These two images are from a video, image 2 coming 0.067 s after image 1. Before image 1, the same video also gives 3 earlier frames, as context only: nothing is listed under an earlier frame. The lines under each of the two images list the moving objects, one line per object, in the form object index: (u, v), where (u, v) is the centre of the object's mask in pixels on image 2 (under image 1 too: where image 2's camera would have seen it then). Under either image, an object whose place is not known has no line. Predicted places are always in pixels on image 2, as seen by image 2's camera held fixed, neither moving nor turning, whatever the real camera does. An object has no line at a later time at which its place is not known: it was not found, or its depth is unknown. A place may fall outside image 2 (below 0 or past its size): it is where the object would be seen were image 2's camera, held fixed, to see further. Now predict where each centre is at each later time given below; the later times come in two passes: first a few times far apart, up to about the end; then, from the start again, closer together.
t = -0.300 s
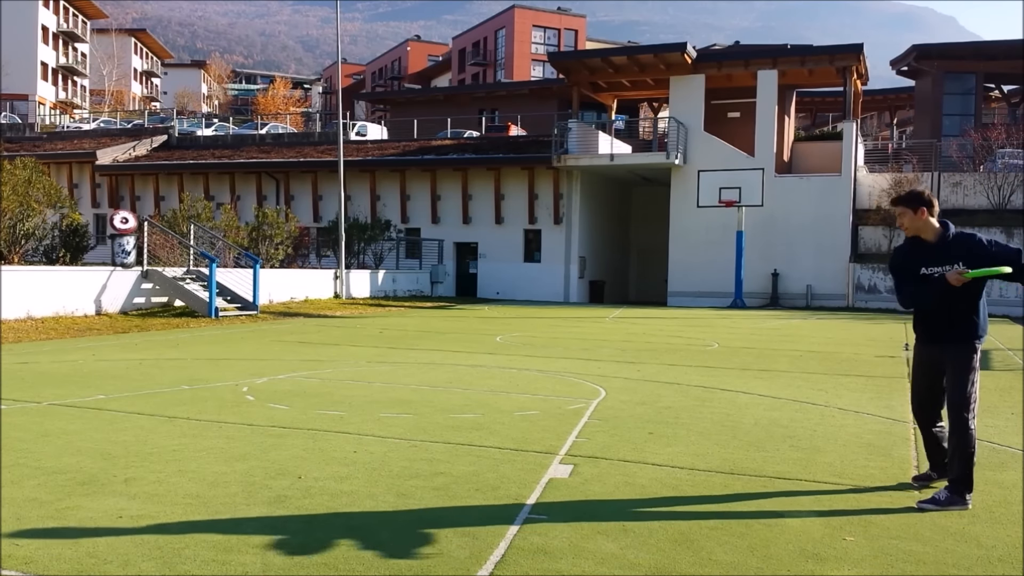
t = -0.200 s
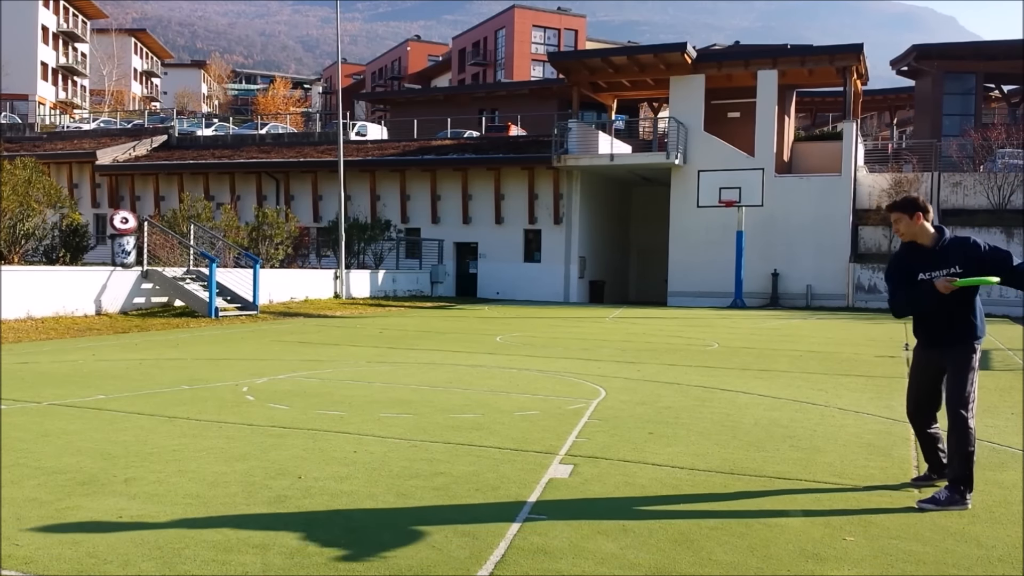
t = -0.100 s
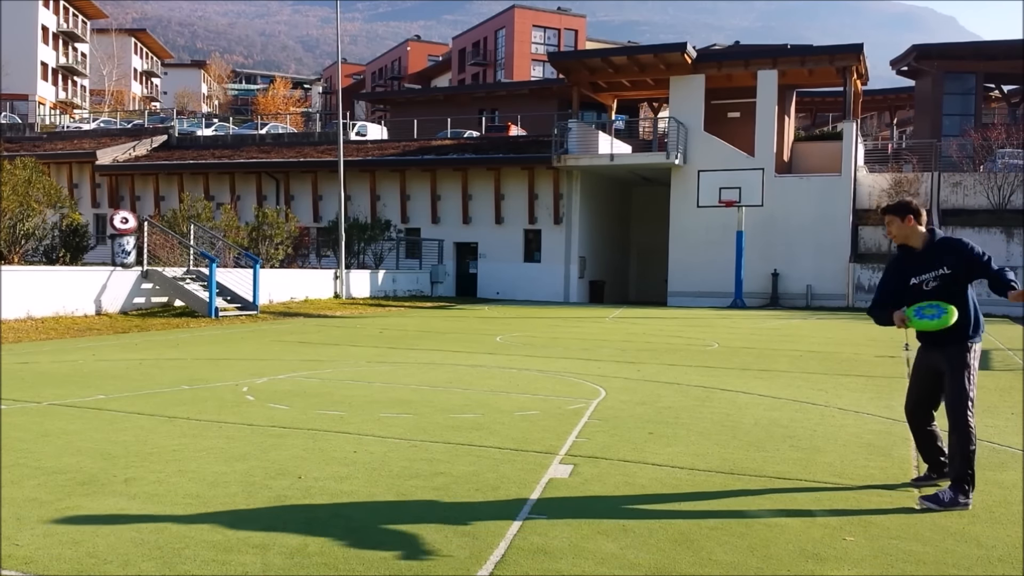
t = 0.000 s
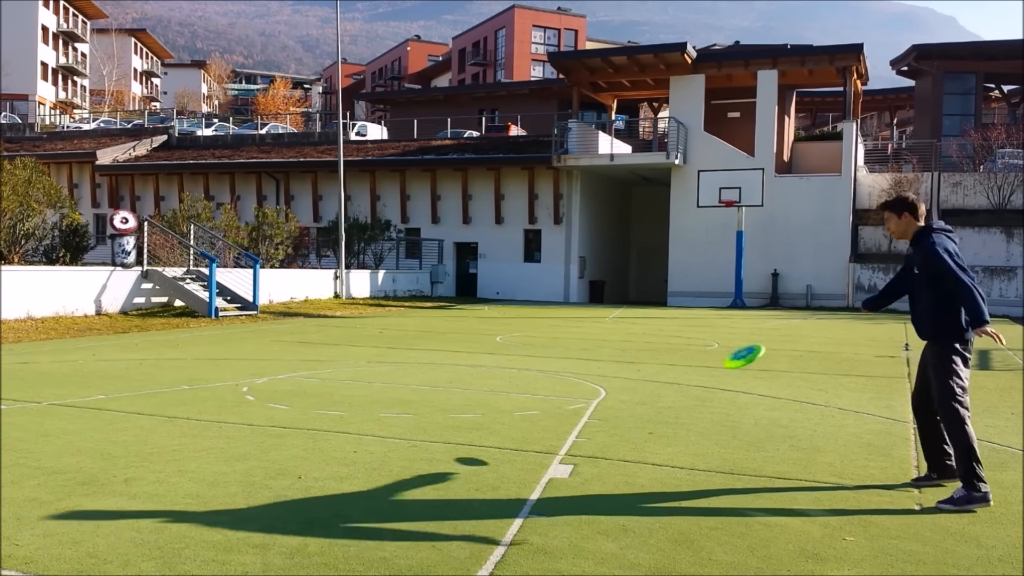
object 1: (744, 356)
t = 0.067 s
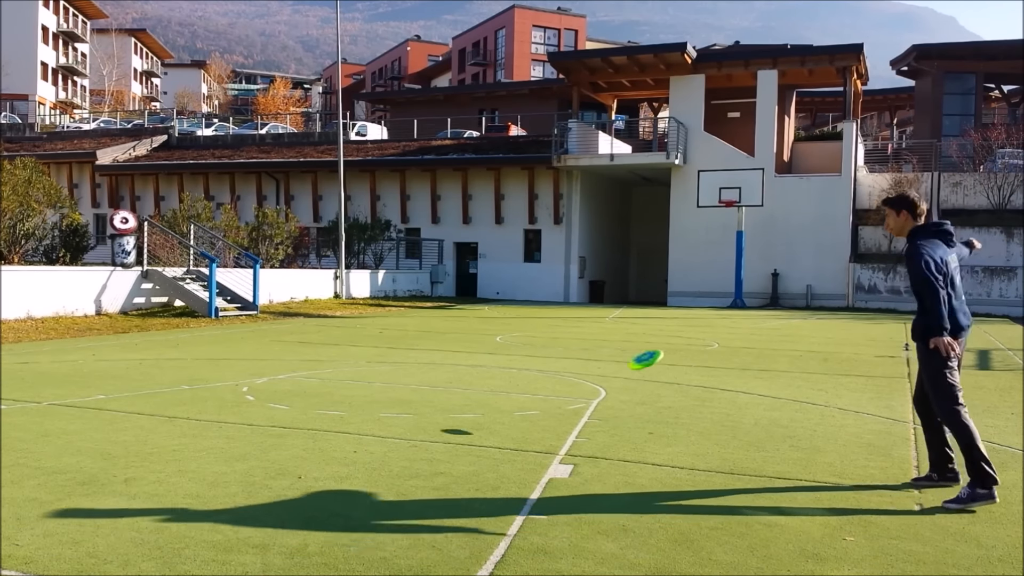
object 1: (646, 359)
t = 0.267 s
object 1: (462, 369)
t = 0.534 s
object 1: (328, 308)
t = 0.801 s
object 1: (237, 260)
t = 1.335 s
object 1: (105, 225)
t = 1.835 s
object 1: (50, 260)
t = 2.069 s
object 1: (52, 262)
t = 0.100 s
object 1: (606, 361)
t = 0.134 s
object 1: (571, 363)
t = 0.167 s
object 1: (540, 364)
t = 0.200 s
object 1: (511, 366)
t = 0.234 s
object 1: (485, 368)
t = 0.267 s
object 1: (462, 369)
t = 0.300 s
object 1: (440, 369)
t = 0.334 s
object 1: (421, 361)
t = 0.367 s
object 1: (403, 352)
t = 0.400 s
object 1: (386, 343)
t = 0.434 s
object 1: (370, 333)
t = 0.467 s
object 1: (356, 324)
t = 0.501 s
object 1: (341, 316)
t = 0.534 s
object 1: (328, 308)
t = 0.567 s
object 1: (314, 300)
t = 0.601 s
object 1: (301, 294)
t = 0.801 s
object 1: (237, 260)
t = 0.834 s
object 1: (227, 256)
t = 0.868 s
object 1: (217, 252)
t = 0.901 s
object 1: (208, 248)
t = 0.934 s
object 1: (199, 245)
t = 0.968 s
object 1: (189, 243)
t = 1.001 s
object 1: (182, 240)
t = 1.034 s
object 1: (173, 238)
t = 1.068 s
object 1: (165, 236)
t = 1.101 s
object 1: (157, 234)
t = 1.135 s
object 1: (150, 233)
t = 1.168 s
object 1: (141, 232)
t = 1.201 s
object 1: (135, 231)
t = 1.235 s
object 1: (128, 231)
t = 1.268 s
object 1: (120, 230)
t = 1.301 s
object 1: (112, 228)
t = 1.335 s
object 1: (105, 225)
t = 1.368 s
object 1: (99, 223)
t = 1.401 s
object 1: (91, 222)
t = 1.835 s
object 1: (50, 260)
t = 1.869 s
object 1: (49, 263)
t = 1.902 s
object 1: (48, 263)
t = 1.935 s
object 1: (48, 261)
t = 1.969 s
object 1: (50, 261)
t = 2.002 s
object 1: (51, 261)
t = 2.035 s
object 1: (52, 261)
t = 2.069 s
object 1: (52, 262)
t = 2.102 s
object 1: (53, 263)
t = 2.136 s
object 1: (54, 263)
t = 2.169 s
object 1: (55, 263)
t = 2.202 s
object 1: (56, 263)
